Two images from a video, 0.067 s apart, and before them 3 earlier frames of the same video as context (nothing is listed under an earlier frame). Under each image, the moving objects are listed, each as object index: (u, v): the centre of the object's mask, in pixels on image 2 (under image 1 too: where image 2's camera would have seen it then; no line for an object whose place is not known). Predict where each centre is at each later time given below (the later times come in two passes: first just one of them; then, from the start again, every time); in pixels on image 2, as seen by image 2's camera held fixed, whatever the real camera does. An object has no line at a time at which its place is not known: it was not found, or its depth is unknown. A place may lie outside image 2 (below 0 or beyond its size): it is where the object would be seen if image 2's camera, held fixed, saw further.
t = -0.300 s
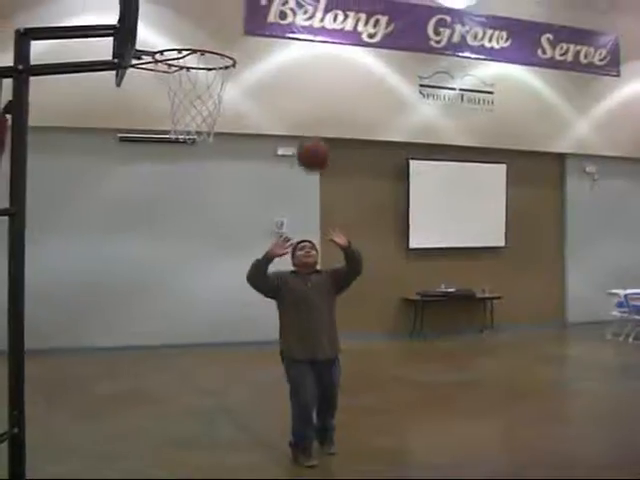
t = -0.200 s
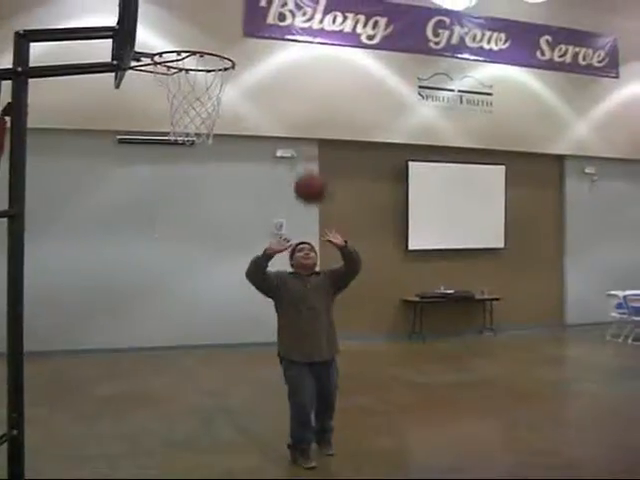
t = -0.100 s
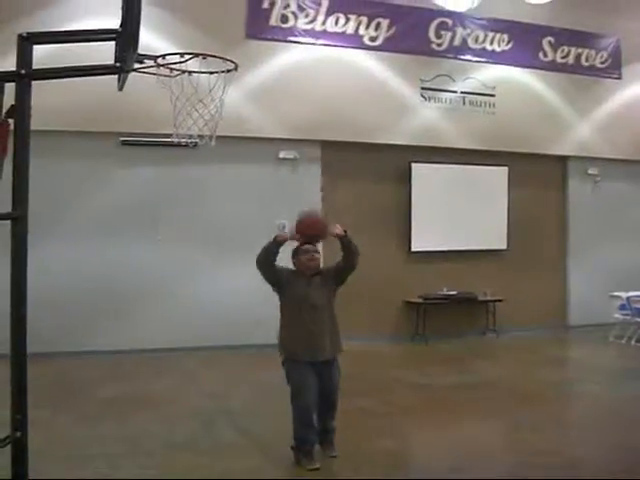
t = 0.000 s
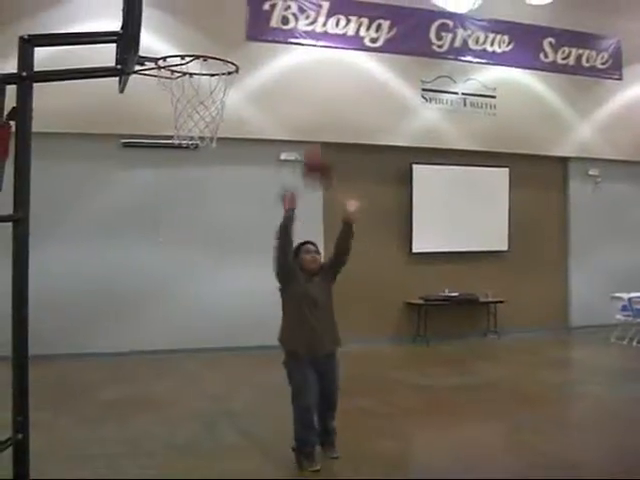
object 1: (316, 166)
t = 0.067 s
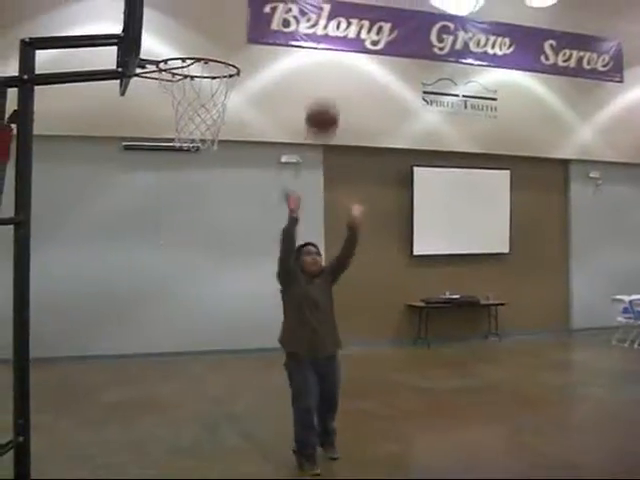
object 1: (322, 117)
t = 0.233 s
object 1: (330, 20)
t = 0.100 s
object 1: (323, 95)
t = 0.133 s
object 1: (325, 76)
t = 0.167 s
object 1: (327, 58)
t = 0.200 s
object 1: (329, 38)
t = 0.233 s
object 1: (330, 20)
